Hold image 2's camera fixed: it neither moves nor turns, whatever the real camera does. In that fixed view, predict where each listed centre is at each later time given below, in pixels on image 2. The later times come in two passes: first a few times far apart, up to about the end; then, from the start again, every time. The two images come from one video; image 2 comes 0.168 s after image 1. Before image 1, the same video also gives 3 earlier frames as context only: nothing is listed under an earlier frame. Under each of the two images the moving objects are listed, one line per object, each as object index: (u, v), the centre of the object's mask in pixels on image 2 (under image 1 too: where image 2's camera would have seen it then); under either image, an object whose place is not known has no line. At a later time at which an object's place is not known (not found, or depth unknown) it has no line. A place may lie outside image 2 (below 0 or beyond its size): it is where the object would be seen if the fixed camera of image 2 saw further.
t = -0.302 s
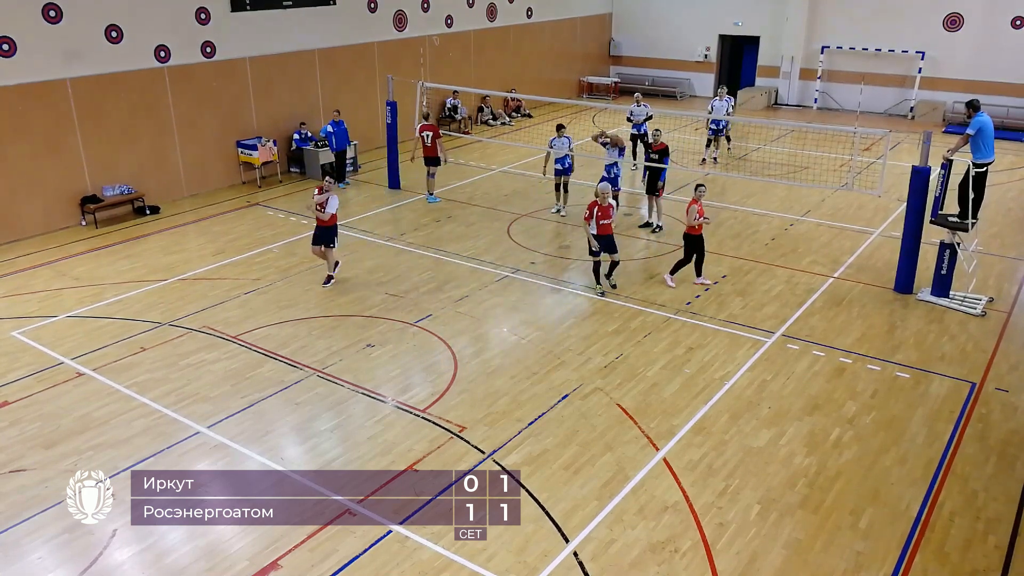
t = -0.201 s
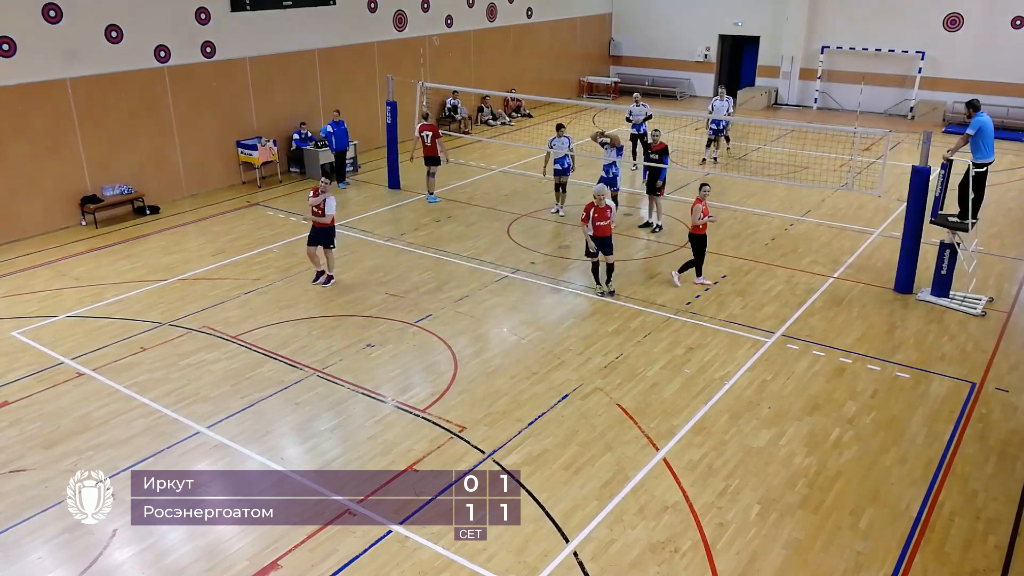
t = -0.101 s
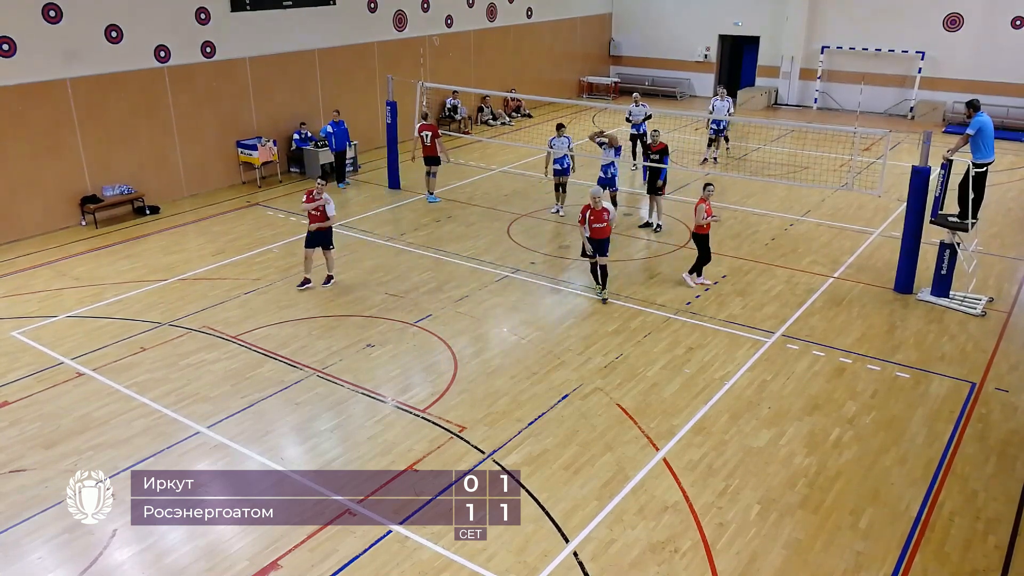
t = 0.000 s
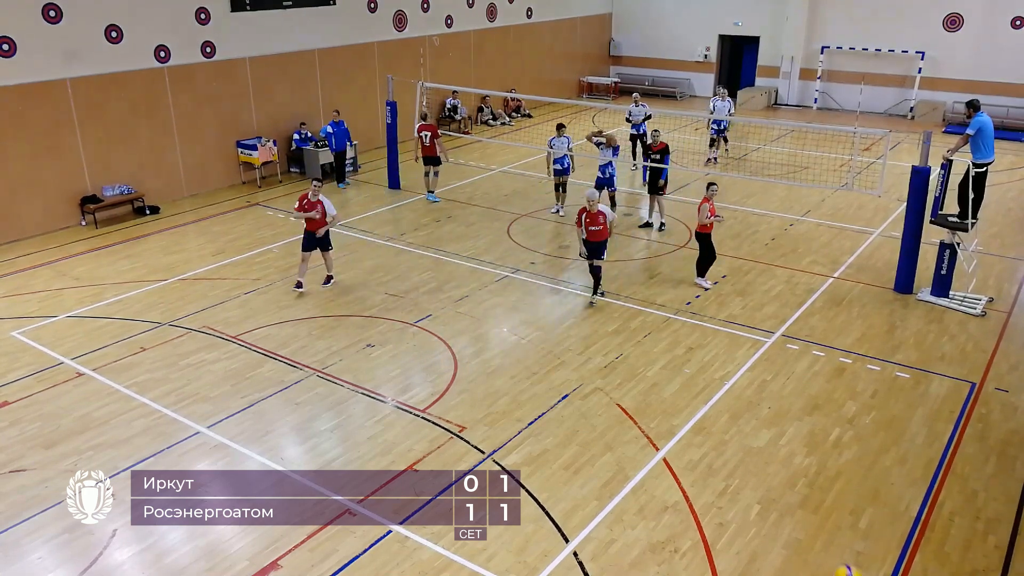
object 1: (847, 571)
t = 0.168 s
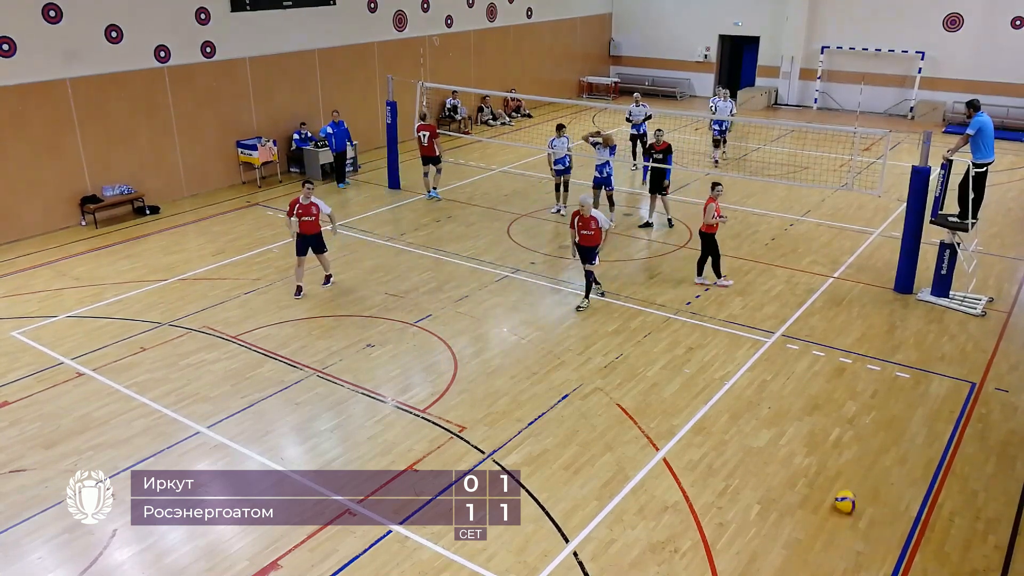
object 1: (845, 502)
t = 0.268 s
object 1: (834, 447)
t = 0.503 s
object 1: (805, 370)
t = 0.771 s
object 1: (777, 331)
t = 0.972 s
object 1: (763, 292)
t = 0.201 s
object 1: (843, 484)
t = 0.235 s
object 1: (838, 464)
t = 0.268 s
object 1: (834, 447)
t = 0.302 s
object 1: (831, 433)
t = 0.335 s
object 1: (825, 418)
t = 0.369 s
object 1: (822, 406)
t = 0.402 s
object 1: (818, 395)
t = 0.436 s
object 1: (813, 385)
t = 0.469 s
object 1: (810, 376)
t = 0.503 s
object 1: (805, 370)
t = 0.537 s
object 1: (801, 364)
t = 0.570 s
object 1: (797, 360)
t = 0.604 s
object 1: (793, 356)
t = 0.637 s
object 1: (789, 353)
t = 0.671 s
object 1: (786, 351)
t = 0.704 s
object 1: (782, 352)
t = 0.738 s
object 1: (779, 341)
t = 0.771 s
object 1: (777, 331)
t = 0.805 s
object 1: (775, 323)
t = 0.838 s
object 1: (773, 314)
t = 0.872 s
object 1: (771, 306)
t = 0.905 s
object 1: (767, 301)
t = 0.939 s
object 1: (766, 296)
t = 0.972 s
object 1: (763, 292)
